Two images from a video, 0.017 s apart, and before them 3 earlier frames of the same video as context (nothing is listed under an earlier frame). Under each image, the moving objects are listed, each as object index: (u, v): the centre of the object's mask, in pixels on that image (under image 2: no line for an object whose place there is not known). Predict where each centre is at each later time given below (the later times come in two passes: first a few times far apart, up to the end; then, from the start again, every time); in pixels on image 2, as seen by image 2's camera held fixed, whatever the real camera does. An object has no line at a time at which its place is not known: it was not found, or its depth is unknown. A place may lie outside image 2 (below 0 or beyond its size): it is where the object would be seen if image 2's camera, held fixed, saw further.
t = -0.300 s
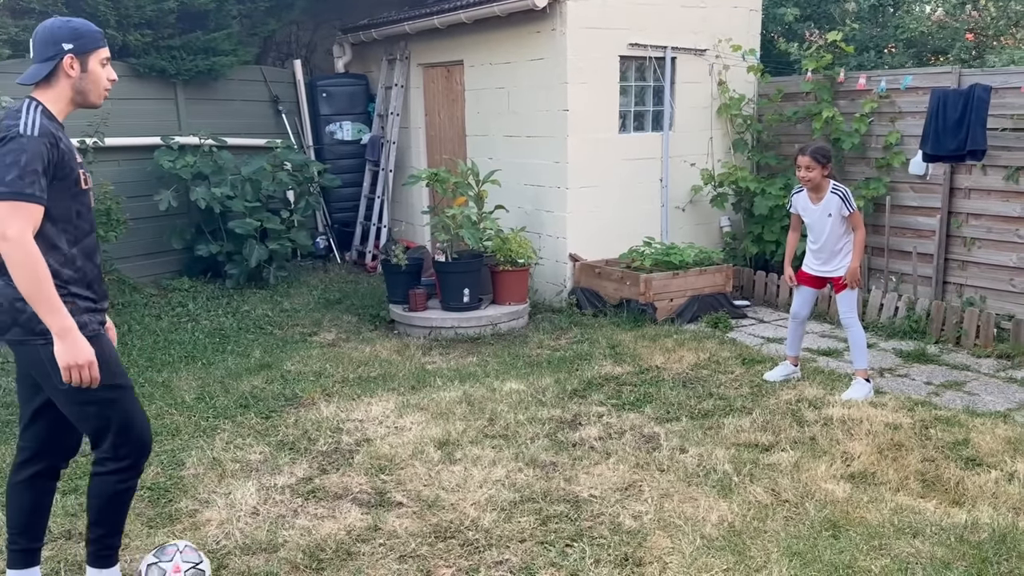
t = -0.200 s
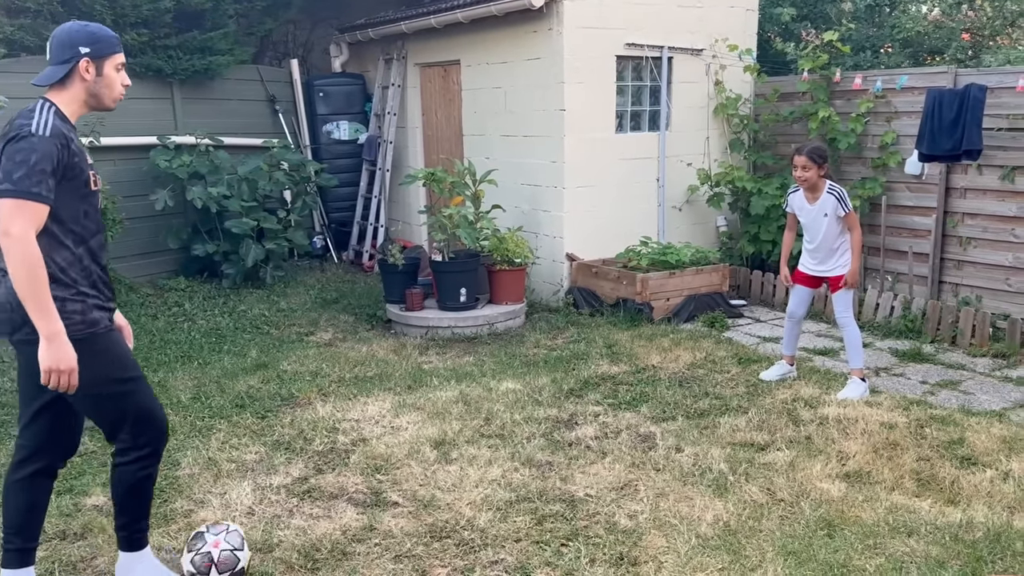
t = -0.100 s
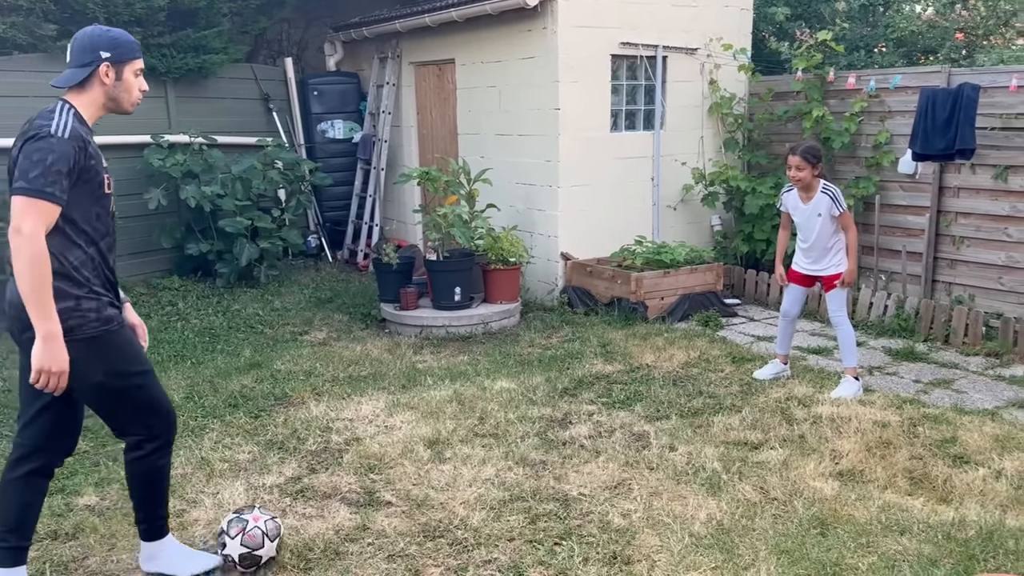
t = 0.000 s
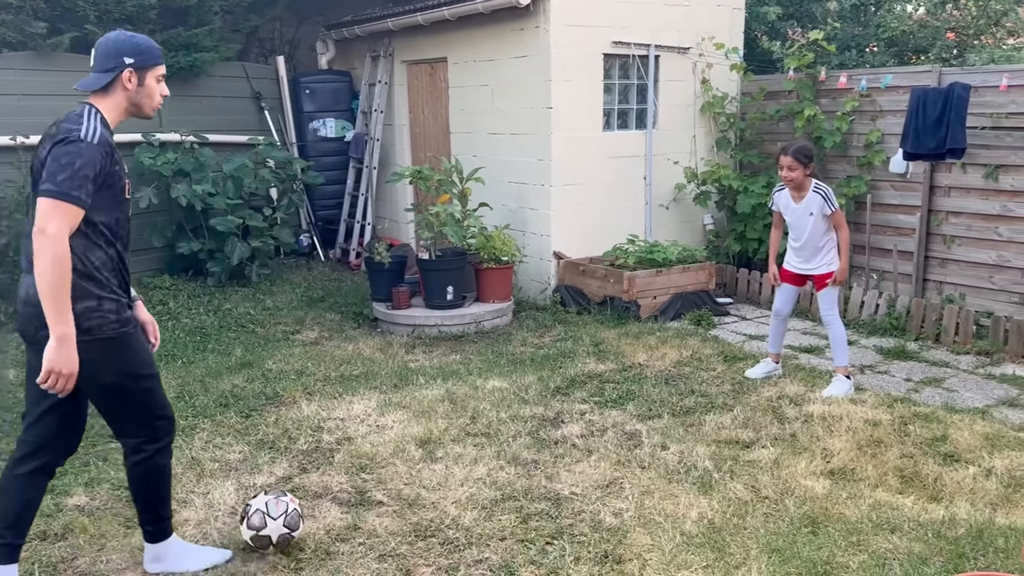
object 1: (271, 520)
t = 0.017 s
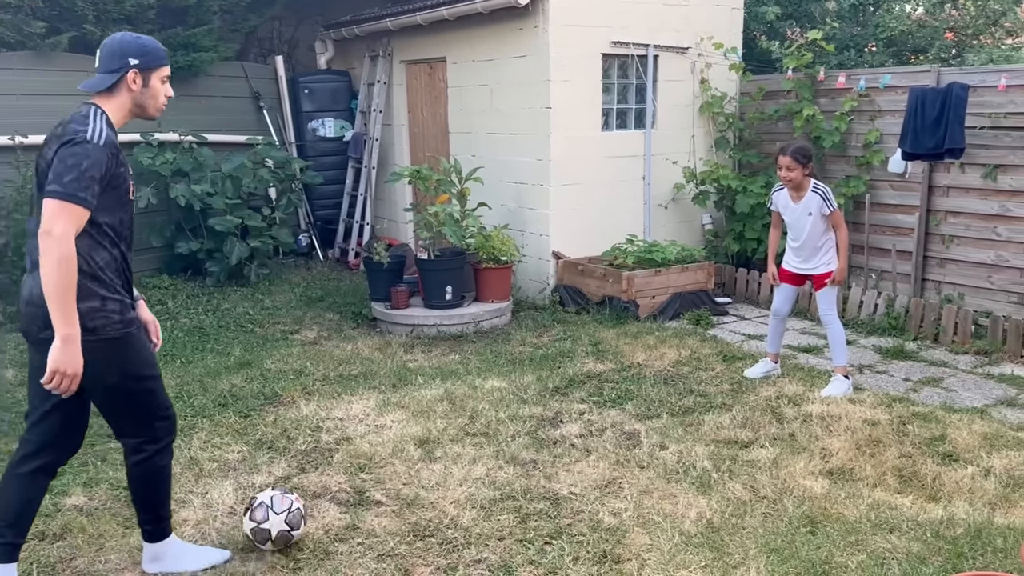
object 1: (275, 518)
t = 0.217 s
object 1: (322, 500)
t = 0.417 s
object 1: (368, 482)
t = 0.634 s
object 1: (406, 466)
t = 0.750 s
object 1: (423, 459)
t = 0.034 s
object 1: (279, 516)
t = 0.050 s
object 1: (283, 515)
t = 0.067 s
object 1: (287, 513)
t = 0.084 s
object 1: (291, 513)
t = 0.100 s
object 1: (295, 511)
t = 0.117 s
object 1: (299, 509)
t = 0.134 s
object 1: (303, 507)
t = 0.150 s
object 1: (307, 506)
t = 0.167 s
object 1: (311, 504)
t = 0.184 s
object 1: (314, 502)
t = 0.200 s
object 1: (318, 501)
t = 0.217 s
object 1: (322, 500)
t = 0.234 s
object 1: (326, 497)
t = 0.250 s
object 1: (330, 495)
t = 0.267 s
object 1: (334, 493)
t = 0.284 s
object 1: (338, 492)
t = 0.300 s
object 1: (341, 491)
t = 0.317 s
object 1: (345, 491)
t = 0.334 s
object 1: (349, 491)
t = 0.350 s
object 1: (353, 490)
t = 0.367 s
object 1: (357, 489)
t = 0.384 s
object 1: (361, 487)
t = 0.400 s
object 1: (365, 484)
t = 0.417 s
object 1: (368, 482)
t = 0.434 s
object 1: (370, 480)
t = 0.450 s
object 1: (374, 478)
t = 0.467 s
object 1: (377, 476)
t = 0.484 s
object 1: (380, 476)
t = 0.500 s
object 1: (383, 475)
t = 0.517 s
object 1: (386, 475)
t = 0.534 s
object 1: (390, 474)
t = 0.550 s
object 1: (393, 472)
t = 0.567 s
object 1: (396, 470)
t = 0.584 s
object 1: (398, 469)
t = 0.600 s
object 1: (400, 468)
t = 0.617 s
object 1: (403, 467)
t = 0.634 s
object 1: (406, 466)
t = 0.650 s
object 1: (408, 466)
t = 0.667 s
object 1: (411, 465)
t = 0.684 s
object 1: (414, 464)
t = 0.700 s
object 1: (416, 463)
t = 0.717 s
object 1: (418, 461)
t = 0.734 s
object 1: (421, 460)
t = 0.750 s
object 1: (423, 459)
